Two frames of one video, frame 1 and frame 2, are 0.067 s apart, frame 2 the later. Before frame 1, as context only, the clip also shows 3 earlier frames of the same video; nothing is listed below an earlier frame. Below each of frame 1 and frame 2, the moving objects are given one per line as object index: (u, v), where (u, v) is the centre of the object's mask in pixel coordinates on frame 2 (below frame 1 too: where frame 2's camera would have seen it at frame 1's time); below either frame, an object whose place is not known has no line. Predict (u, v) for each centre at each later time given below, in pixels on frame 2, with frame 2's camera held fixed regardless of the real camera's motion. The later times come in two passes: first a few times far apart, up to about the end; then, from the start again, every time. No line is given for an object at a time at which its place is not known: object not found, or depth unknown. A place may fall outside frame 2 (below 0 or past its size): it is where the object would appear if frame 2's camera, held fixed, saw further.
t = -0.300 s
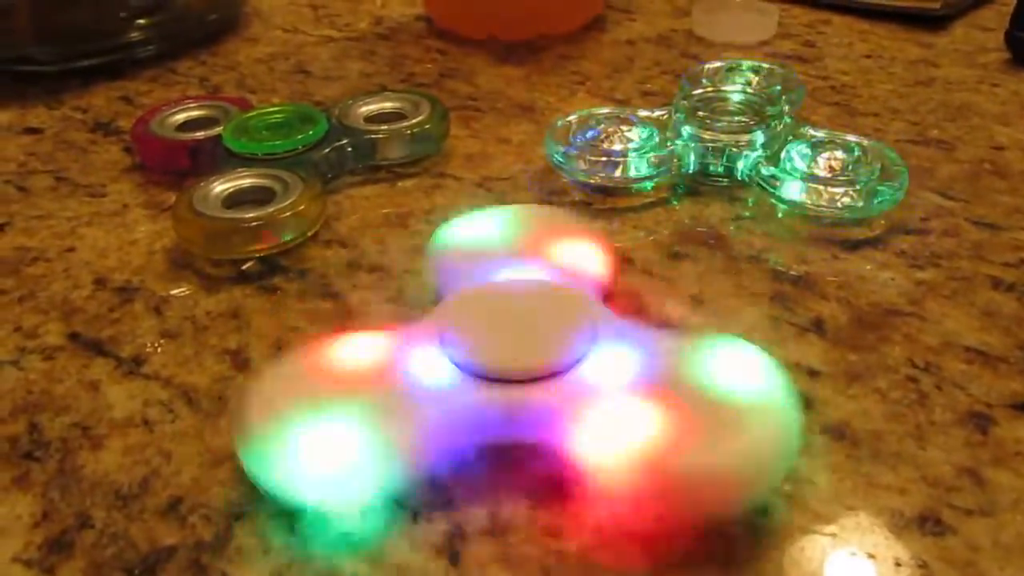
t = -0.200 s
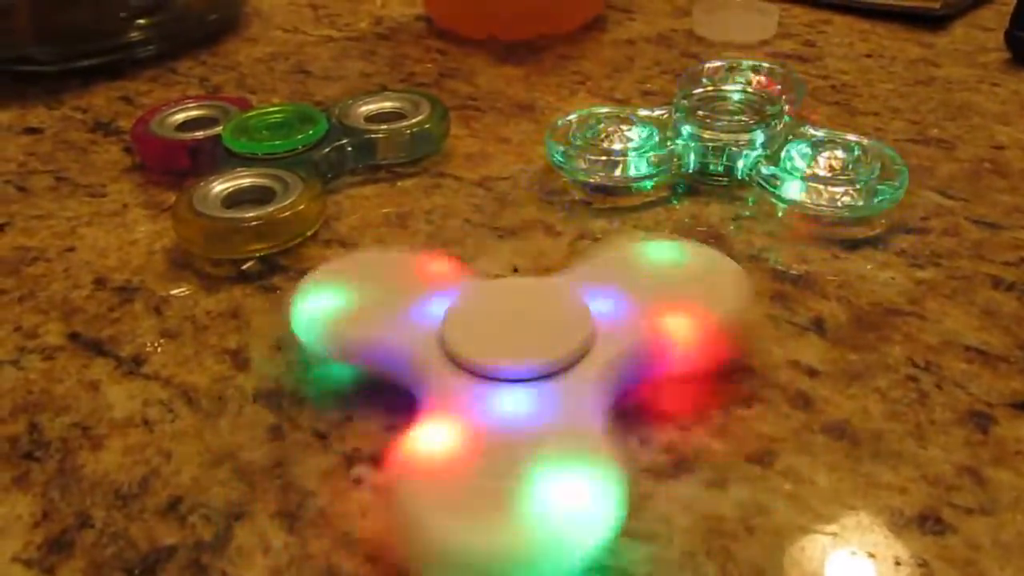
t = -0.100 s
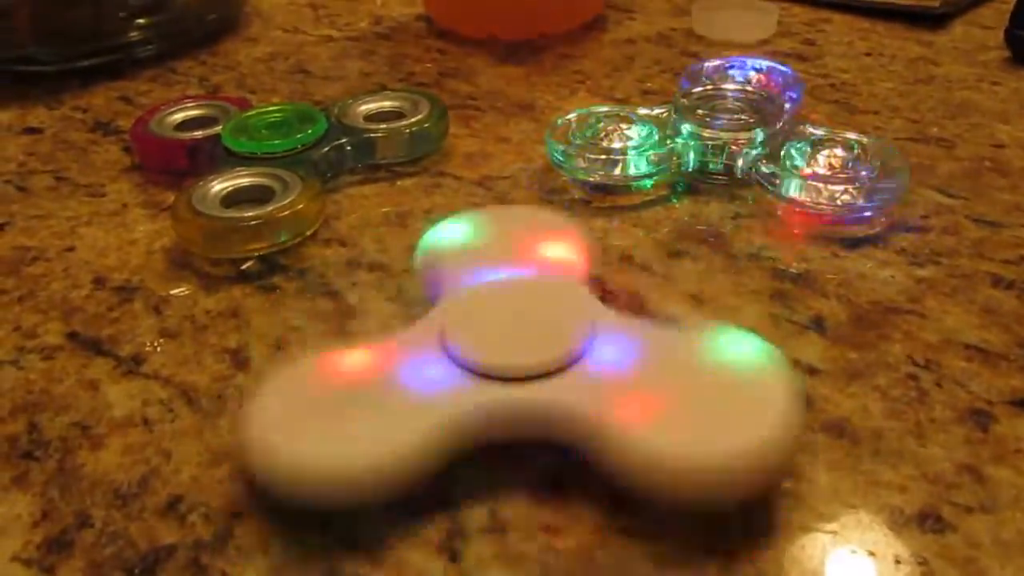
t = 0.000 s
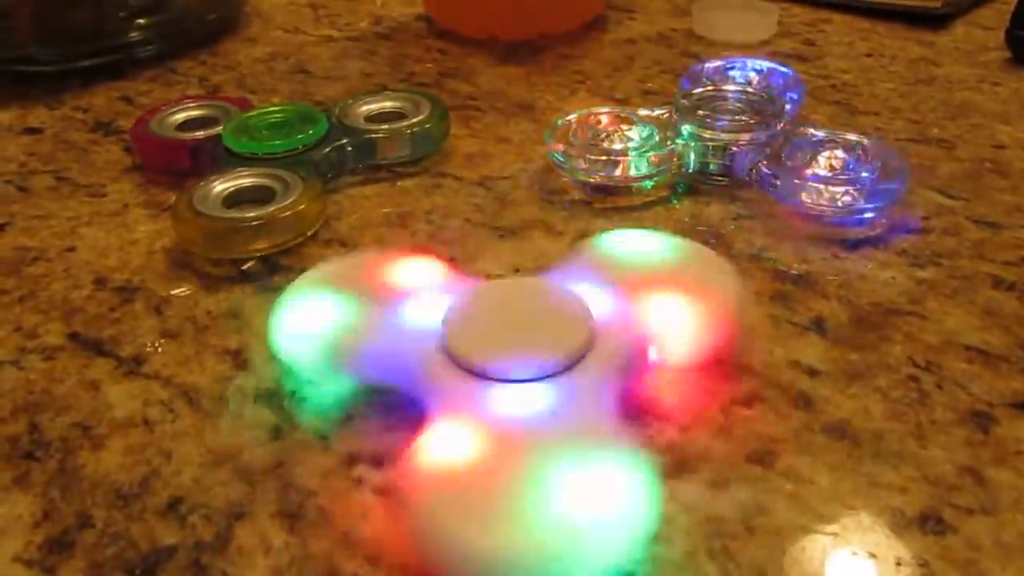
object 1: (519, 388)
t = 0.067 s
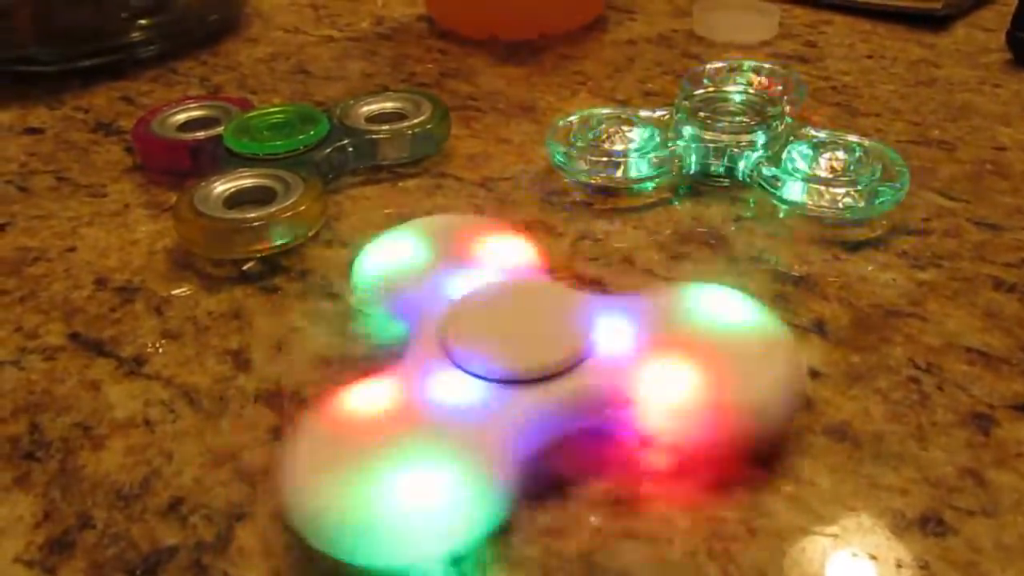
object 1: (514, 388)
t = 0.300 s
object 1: (519, 384)
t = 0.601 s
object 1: (525, 390)
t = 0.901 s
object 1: (511, 389)
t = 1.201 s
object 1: (525, 385)
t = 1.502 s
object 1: (520, 388)
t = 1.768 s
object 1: (519, 388)
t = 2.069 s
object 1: (523, 386)
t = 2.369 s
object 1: (529, 392)
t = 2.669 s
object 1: (519, 388)
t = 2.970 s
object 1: (517, 389)
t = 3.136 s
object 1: (518, 390)
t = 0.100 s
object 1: (517, 383)
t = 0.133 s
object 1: (527, 387)
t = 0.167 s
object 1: (527, 391)
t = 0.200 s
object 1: (515, 383)
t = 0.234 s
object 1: (519, 386)
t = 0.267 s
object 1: (516, 390)
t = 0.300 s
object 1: (519, 384)
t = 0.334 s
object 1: (530, 386)
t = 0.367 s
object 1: (530, 389)
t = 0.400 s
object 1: (523, 391)
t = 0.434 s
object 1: (518, 388)
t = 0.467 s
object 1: (513, 390)
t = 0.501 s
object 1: (519, 384)
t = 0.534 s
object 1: (519, 381)
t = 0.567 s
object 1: (529, 390)
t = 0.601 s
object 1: (525, 390)
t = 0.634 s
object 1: (516, 388)
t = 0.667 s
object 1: (515, 388)
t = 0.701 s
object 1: (513, 388)
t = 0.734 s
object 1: (517, 384)
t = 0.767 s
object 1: (525, 385)
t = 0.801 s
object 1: (526, 391)
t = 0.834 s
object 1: (522, 387)
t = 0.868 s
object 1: (518, 387)
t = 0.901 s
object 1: (511, 389)
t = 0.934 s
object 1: (525, 385)
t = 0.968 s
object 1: (523, 383)
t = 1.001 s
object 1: (530, 390)
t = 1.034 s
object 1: (526, 391)
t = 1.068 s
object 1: (519, 389)
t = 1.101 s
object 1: (516, 386)
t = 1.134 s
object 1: (514, 387)
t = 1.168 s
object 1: (522, 385)
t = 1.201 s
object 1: (525, 385)
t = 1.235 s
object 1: (528, 393)
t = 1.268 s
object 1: (524, 391)
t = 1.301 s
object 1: (517, 389)
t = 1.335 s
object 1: (512, 389)
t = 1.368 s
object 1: (516, 388)
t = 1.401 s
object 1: (524, 384)
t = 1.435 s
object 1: (527, 390)
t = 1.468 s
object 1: (524, 392)
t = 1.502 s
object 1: (520, 388)
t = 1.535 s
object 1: (519, 384)
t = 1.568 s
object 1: (512, 388)
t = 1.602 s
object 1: (518, 386)
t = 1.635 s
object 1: (527, 388)
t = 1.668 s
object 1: (529, 392)
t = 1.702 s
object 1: (524, 391)
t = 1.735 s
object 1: (518, 388)
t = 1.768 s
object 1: (519, 388)
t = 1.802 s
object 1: (516, 388)
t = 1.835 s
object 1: (524, 383)
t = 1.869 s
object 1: (528, 388)
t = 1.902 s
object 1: (529, 391)
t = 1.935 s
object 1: (523, 392)
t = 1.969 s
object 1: (519, 388)
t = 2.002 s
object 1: (514, 388)
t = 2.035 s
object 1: (516, 387)
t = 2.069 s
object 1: (523, 386)
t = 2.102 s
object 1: (525, 383)
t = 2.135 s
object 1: (524, 393)
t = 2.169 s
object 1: (523, 389)
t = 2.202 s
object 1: (518, 387)
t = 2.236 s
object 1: (515, 389)
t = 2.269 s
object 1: (519, 388)
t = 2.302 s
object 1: (524, 385)
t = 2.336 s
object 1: (528, 385)
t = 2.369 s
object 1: (529, 392)
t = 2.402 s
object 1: (524, 391)
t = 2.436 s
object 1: (517, 387)
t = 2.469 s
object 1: (515, 389)
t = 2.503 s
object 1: (519, 387)
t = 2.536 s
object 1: (524, 386)
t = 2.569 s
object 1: (527, 385)
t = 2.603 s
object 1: (527, 391)
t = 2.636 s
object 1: (524, 389)
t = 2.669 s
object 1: (519, 388)
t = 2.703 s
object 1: (513, 388)
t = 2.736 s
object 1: (518, 386)
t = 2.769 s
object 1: (518, 384)
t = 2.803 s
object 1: (526, 386)
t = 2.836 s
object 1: (529, 392)
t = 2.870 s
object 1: (524, 390)
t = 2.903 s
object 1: (521, 387)
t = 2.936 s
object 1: (514, 387)
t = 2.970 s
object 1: (517, 389)
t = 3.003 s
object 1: (520, 384)
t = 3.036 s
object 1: (528, 387)
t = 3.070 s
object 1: (527, 392)
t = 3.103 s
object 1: (525, 394)
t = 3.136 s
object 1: (518, 390)
